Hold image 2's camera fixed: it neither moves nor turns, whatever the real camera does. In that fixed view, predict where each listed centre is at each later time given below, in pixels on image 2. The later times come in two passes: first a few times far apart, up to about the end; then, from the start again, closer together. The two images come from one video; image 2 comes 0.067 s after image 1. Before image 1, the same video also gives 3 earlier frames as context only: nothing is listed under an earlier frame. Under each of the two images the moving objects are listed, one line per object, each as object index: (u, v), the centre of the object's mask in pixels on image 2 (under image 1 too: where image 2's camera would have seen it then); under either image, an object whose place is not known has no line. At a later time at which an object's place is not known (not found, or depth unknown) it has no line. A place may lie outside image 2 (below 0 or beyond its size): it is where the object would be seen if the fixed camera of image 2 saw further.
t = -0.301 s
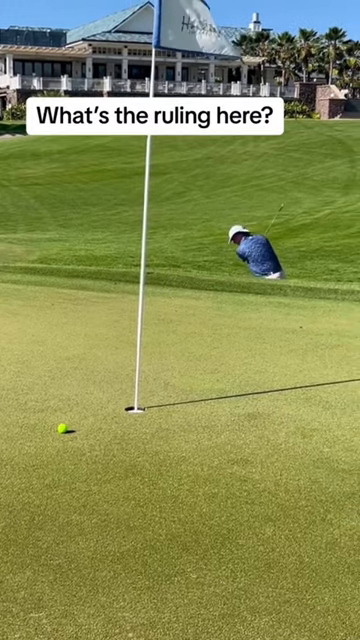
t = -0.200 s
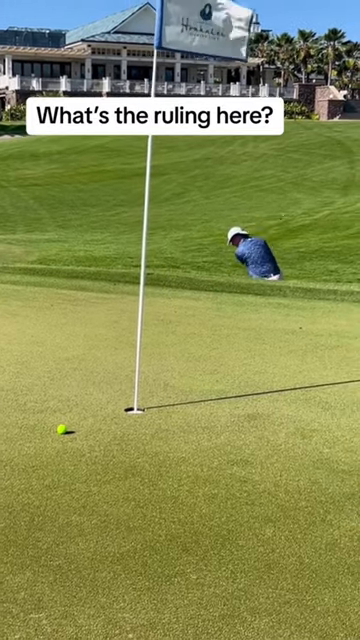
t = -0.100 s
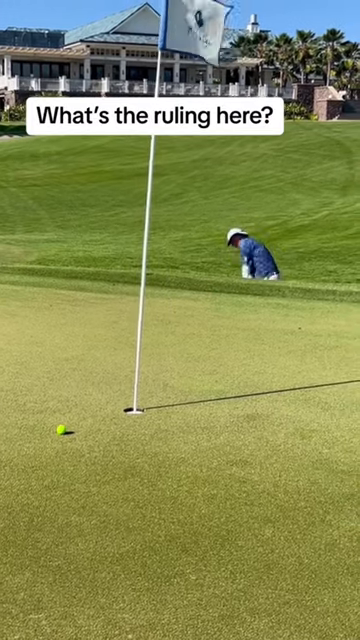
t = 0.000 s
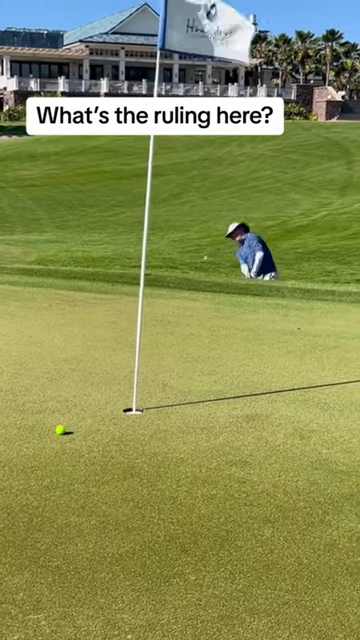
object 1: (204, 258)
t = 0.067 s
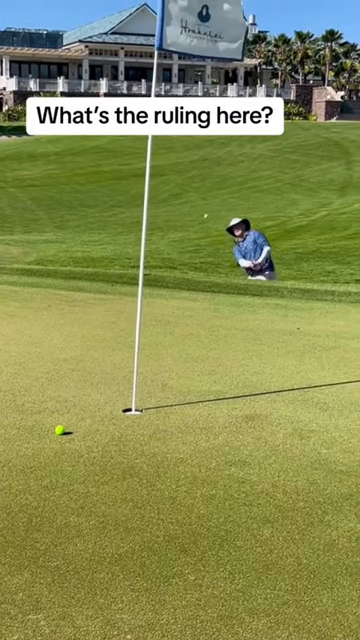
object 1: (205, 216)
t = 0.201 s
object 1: (207, 163)
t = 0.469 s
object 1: (214, 274)
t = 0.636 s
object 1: (220, 313)
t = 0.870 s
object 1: (230, 351)
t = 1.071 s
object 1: (241, 366)
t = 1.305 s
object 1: (255, 377)
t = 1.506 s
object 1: (262, 381)
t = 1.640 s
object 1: (264, 382)
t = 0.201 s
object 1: (207, 163)
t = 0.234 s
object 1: (208, 159)
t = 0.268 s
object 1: (208, 159)
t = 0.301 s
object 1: (210, 163)
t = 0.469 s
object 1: (214, 274)
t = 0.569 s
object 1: (217, 310)
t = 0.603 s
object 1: (219, 309)
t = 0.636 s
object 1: (220, 313)
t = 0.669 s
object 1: (221, 325)
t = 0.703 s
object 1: (222, 337)
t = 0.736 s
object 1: (224, 335)
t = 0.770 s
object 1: (225, 340)
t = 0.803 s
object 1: (226, 345)
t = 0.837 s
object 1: (228, 348)
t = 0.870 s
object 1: (230, 351)
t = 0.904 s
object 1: (231, 354)
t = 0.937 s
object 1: (234, 356)
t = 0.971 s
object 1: (235, 358)
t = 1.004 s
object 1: (238, 361)
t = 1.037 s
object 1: (239, 363)
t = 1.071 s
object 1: (241, 366)
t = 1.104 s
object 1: (243, 368)
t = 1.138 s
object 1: (245, 369)
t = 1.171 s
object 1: (247, 371)
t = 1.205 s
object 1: (249, 373)
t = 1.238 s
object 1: (250, 374)
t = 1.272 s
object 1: (253, 376)
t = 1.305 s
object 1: (255, 377)
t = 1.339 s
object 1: (256, 378)
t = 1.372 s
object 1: (258, 379)
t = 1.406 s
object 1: (259, 380)
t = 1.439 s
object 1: (261, 380)
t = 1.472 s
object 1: (262, 381)
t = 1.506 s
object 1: (262, 381)
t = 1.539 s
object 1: (263, 382)
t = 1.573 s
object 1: (263, 382)
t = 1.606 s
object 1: (264, 382)
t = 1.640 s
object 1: (264, 382)
